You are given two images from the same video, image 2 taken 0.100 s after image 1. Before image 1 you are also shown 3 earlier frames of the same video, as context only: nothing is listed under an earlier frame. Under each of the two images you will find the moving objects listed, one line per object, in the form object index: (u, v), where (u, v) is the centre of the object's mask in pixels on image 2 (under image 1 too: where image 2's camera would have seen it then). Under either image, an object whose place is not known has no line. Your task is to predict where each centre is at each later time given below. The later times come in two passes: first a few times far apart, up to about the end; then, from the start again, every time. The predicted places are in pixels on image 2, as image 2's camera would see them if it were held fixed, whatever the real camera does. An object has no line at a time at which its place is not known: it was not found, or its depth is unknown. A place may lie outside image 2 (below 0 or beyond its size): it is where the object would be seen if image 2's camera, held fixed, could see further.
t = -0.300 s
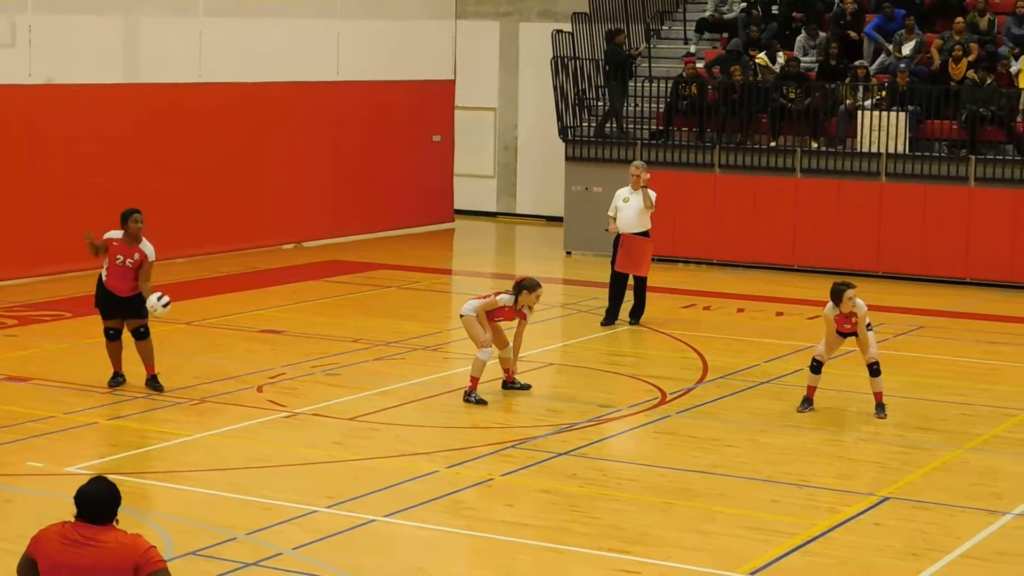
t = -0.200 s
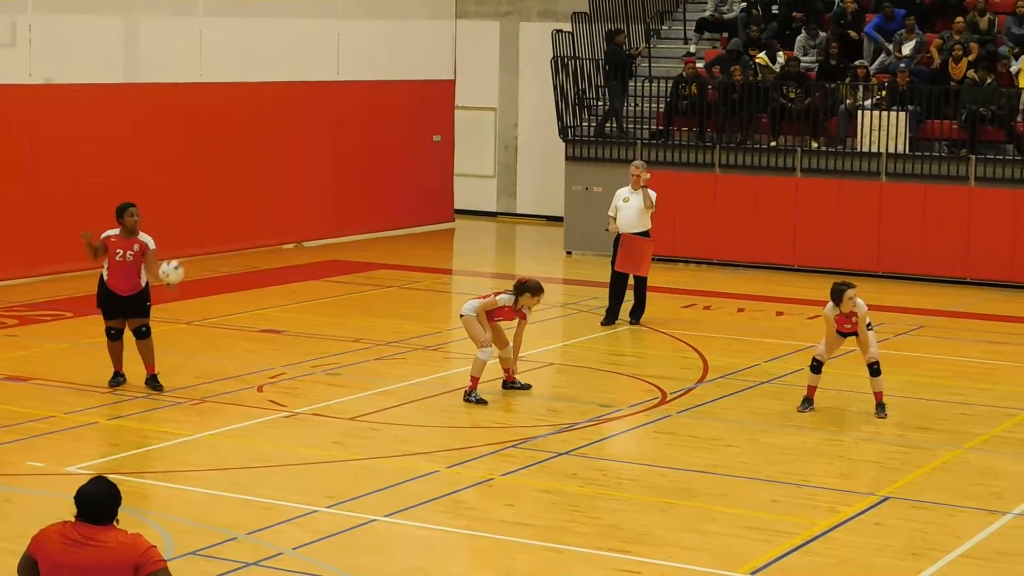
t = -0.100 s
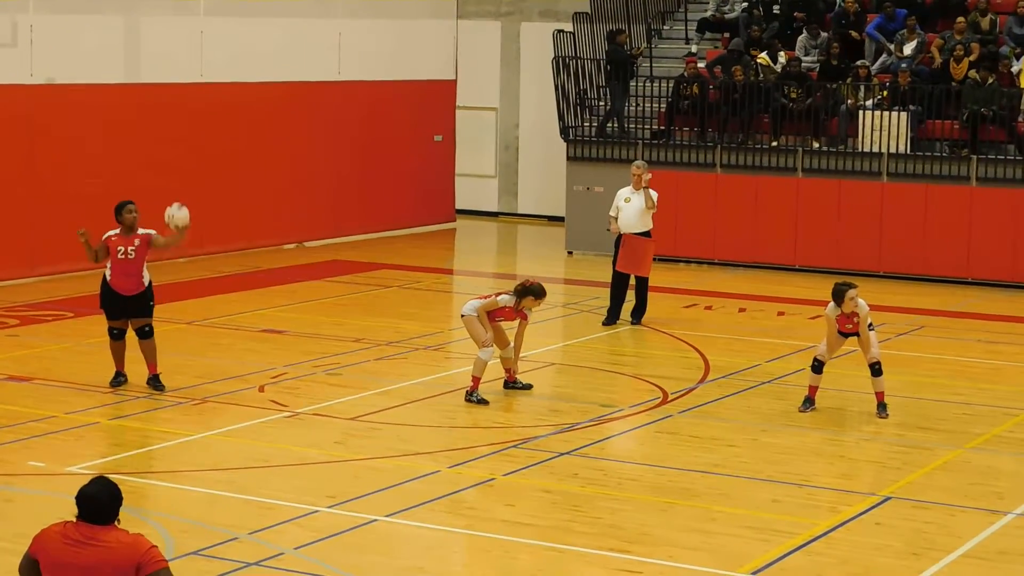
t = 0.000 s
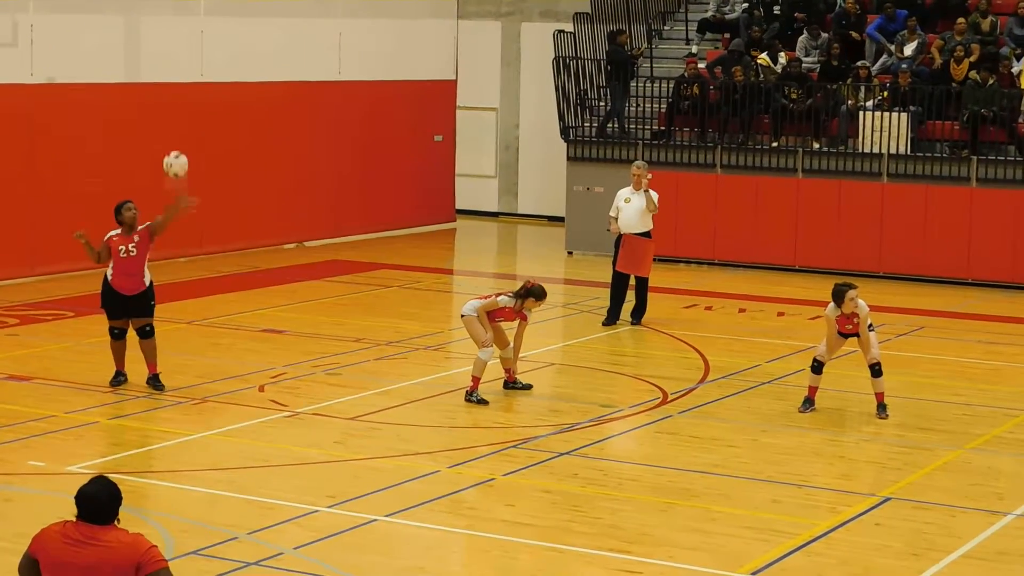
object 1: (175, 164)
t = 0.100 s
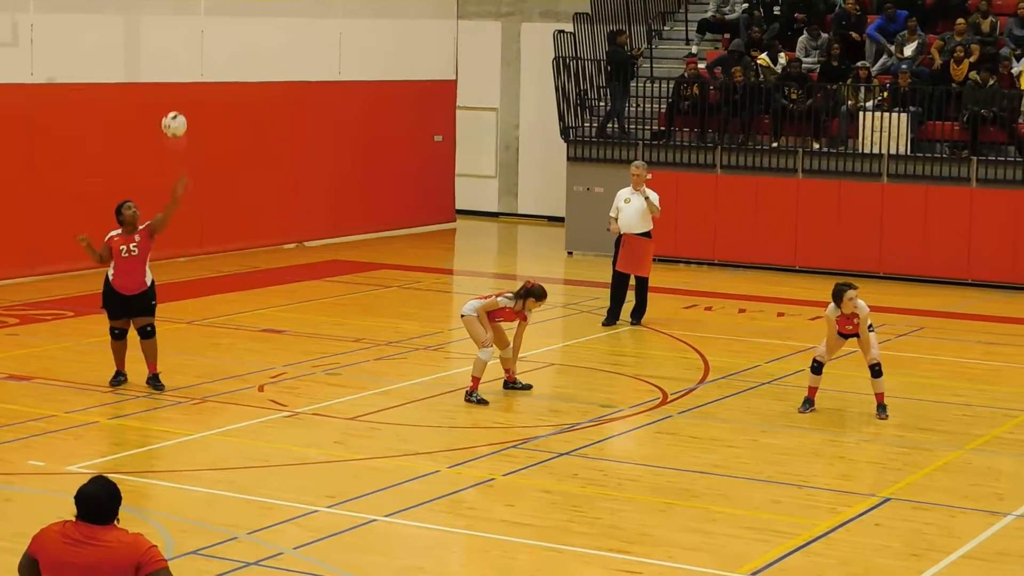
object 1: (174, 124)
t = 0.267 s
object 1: (172, 85)
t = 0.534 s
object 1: (169, 89)
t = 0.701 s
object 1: (167, 131)
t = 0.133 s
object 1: (173, 114)
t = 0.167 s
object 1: (173, 105)
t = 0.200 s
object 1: (173, 97)
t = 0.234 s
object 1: (172, 90)
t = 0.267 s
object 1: (172, 85)
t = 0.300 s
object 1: (171, 82)
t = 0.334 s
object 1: (171, 79)
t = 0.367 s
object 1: (171, 77)
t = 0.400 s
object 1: (171, 77)
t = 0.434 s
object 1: (171, 78)
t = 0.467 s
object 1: (170, 80)
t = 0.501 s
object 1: (170, 84)
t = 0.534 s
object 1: (169, 89)
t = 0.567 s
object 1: (169, 95)
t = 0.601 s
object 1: (169, 102)
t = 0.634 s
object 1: (168, 111)
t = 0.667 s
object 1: (168, 120)
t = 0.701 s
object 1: (167, 131)
